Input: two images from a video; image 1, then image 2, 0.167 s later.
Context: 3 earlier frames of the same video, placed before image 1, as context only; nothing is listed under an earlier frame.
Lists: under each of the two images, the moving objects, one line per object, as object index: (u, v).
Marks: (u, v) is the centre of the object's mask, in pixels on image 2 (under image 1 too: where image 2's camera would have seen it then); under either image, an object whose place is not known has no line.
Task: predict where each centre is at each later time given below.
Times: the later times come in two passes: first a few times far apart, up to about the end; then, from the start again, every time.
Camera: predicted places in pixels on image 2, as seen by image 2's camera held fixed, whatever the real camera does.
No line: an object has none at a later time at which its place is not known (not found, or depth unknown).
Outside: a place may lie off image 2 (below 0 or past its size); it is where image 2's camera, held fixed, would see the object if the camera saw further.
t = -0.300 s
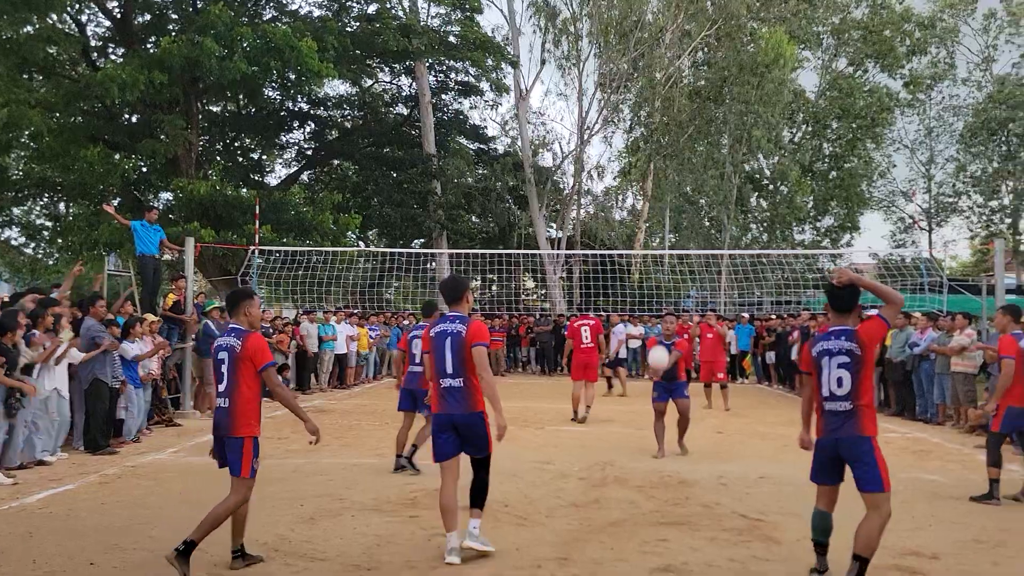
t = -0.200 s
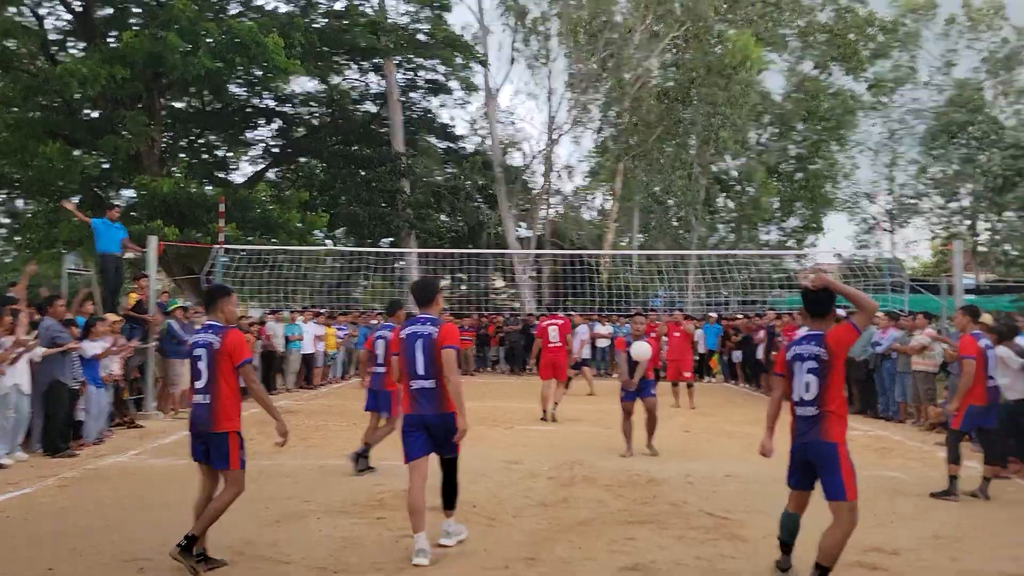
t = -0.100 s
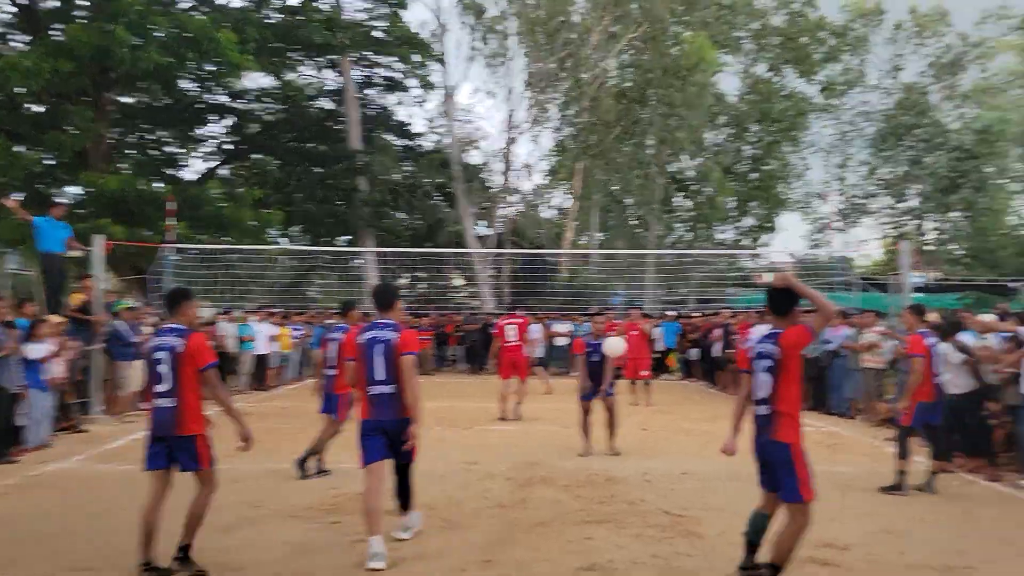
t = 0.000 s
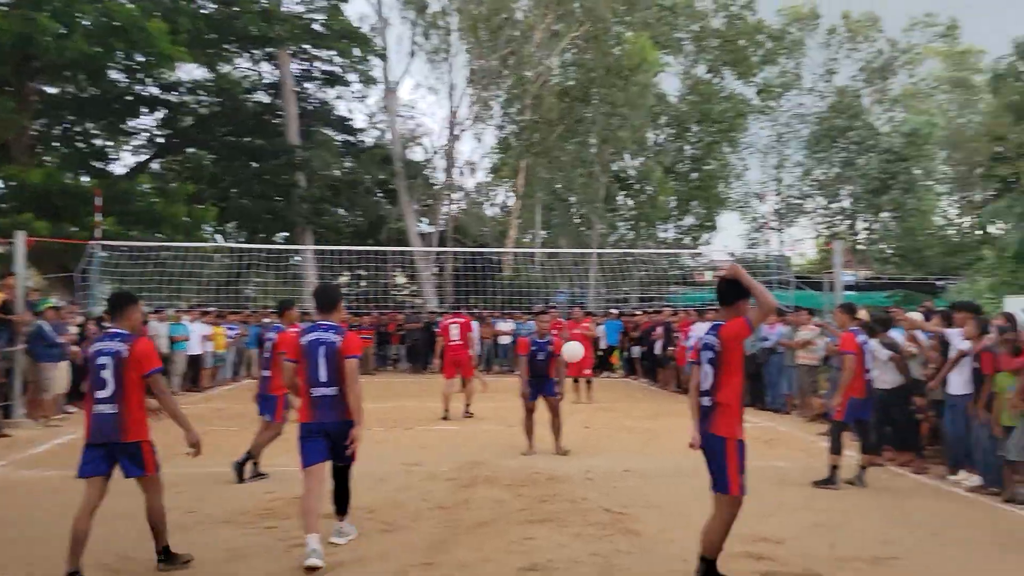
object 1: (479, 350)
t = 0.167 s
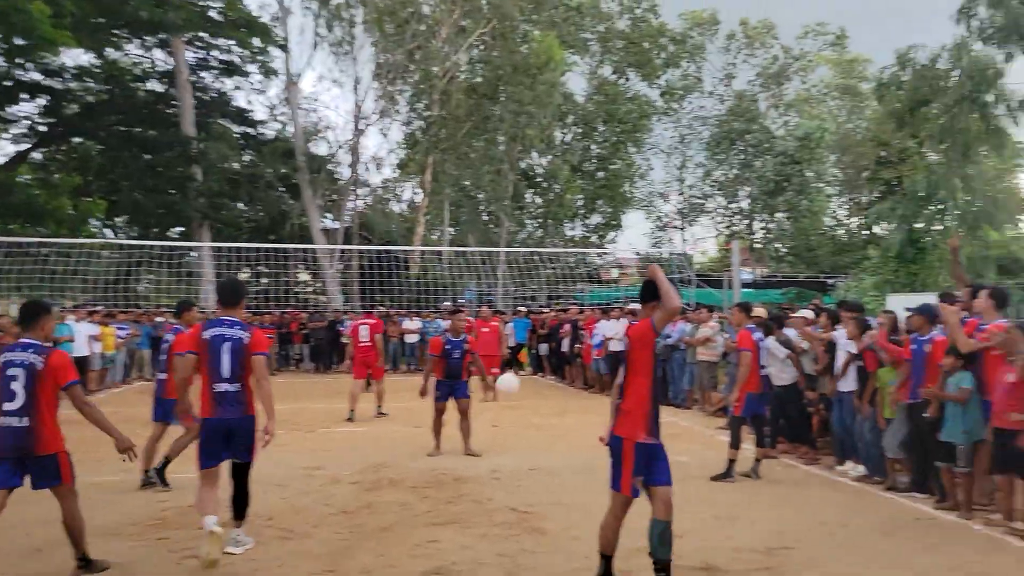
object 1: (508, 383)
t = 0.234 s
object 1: (519, 406)
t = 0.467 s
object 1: (557, 451)
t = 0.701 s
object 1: (583, 403)
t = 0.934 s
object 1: (612, 414)
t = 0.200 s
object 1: (513, 394)
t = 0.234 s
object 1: (519, 406)
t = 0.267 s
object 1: (526, 420)
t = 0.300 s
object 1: (532, 435)
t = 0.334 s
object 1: (538, 451)
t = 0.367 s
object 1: (544, 470)
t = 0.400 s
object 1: (549, 478)
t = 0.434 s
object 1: (553, 463)
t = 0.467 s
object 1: (557, 451)
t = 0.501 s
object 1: (560, 441)
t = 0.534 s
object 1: (564, 432)
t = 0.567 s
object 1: (568, 424)
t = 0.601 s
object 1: (571, 417)
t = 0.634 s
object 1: (575, 411)
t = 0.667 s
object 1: (579, 406)
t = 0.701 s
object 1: (583, 403)
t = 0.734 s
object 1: (587, 400)
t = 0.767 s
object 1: (591, 399)
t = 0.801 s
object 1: (595, 400)
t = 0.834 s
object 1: (599, 401)
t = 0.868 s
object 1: (603, 404)
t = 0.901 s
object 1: (607, 409)
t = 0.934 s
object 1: (612, 414)
